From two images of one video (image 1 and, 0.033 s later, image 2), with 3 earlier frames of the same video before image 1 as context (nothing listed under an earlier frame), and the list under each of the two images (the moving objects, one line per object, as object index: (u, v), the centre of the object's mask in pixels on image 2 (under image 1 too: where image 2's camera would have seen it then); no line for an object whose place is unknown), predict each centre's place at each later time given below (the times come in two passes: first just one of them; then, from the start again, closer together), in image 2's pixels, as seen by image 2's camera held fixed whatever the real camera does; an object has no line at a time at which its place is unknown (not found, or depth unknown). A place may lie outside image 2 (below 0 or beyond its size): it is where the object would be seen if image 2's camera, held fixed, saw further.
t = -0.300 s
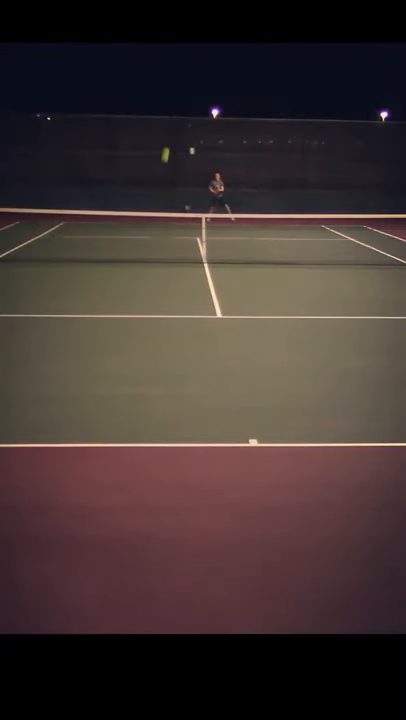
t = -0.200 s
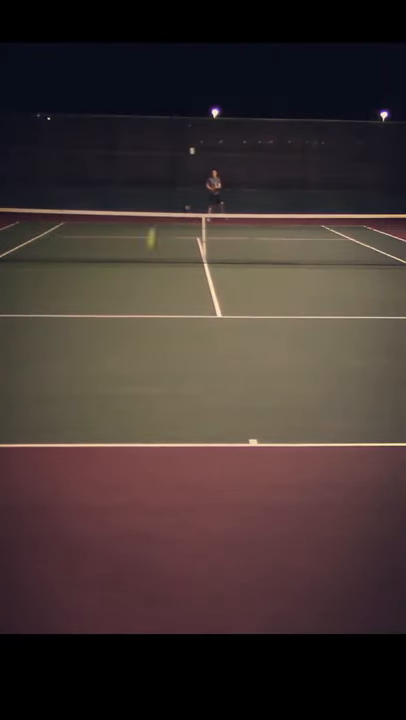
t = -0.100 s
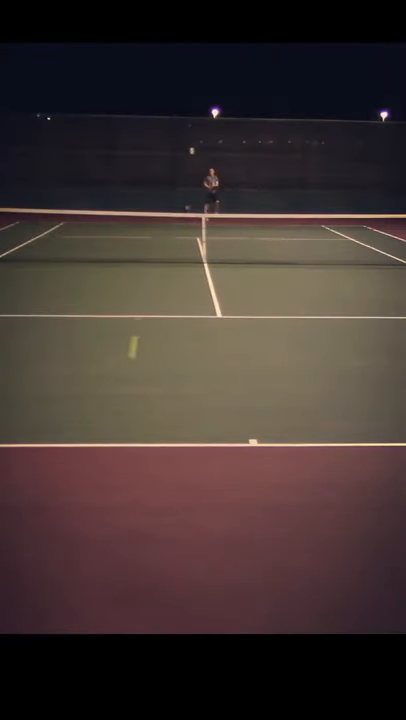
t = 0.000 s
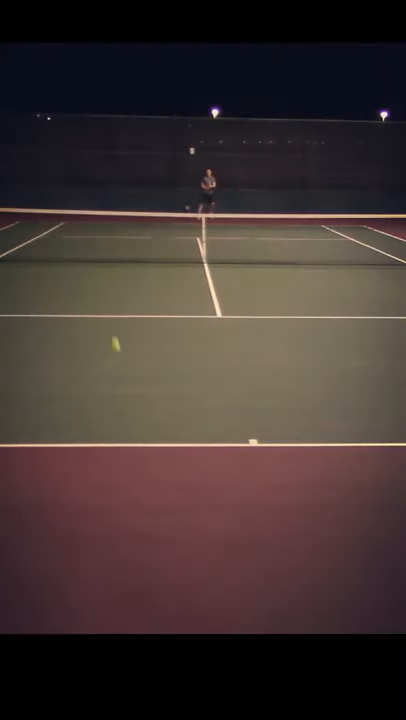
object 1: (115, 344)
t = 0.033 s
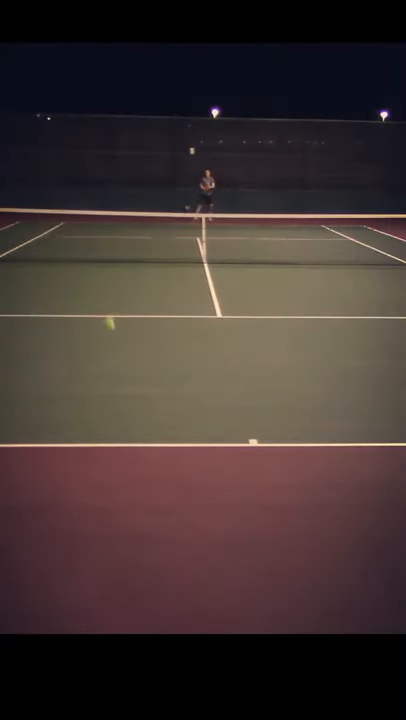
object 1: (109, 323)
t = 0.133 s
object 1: (90, 257)
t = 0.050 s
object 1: (106, 311)
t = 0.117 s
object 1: (94, 269)
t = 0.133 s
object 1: (90, 257)
